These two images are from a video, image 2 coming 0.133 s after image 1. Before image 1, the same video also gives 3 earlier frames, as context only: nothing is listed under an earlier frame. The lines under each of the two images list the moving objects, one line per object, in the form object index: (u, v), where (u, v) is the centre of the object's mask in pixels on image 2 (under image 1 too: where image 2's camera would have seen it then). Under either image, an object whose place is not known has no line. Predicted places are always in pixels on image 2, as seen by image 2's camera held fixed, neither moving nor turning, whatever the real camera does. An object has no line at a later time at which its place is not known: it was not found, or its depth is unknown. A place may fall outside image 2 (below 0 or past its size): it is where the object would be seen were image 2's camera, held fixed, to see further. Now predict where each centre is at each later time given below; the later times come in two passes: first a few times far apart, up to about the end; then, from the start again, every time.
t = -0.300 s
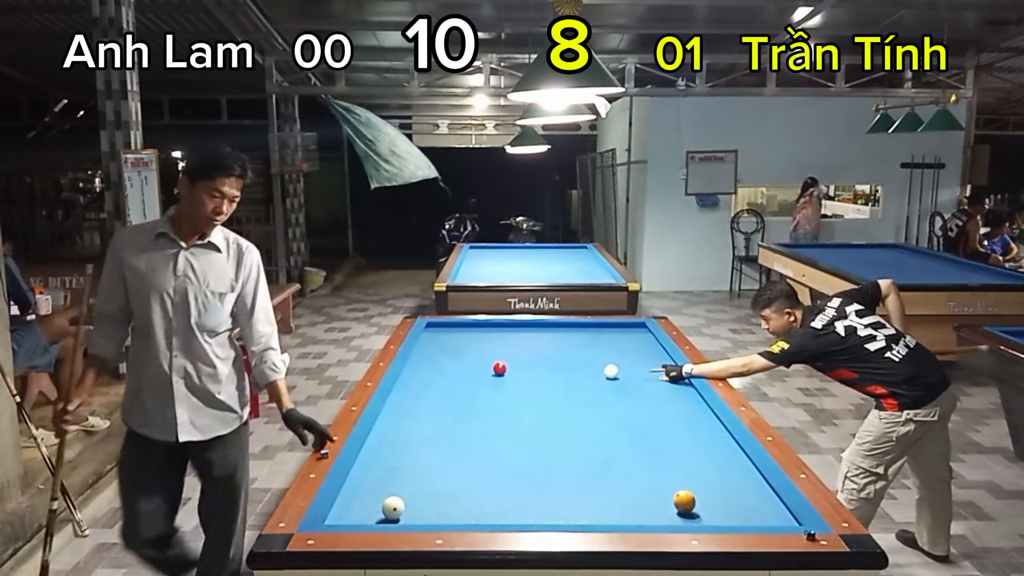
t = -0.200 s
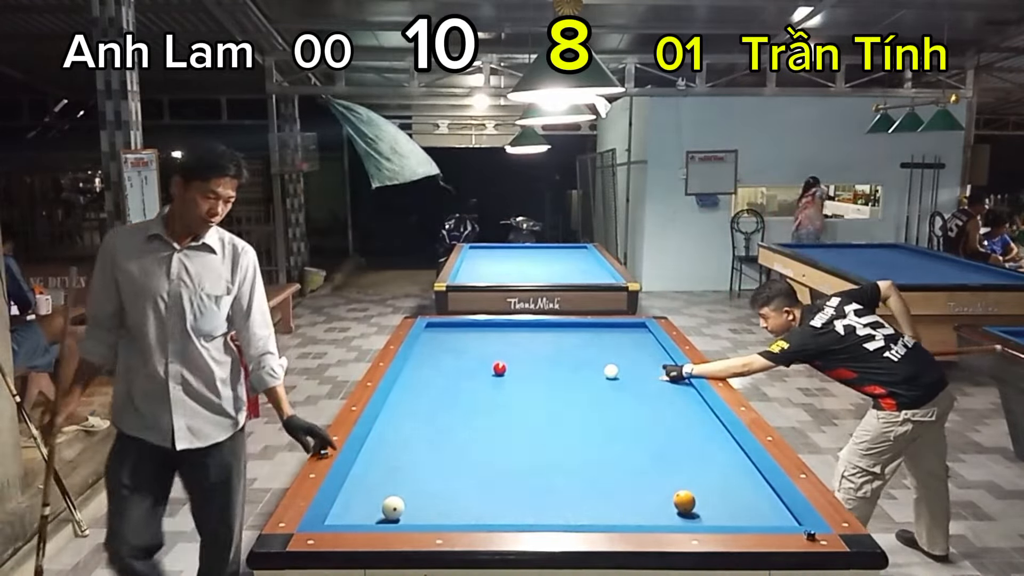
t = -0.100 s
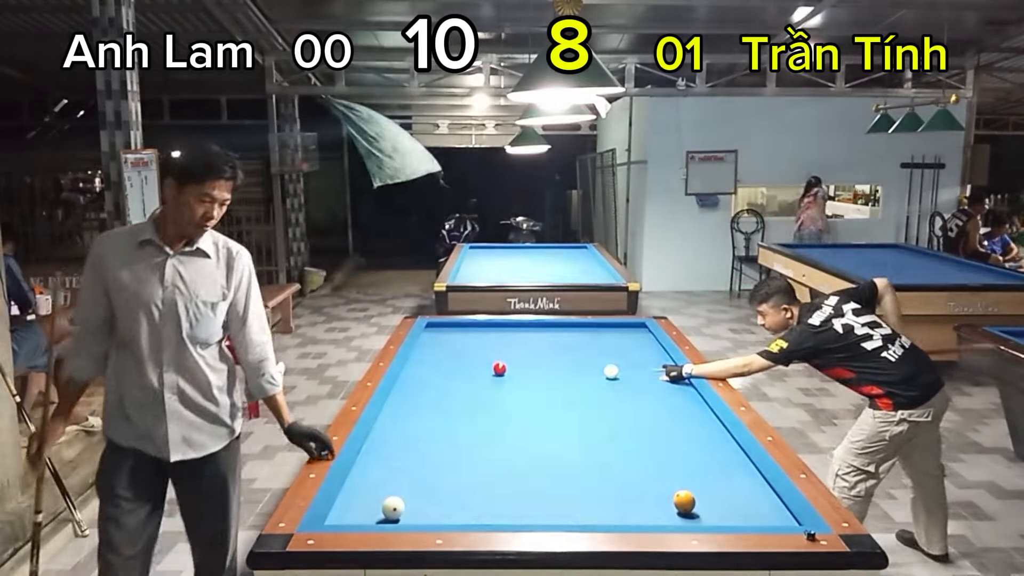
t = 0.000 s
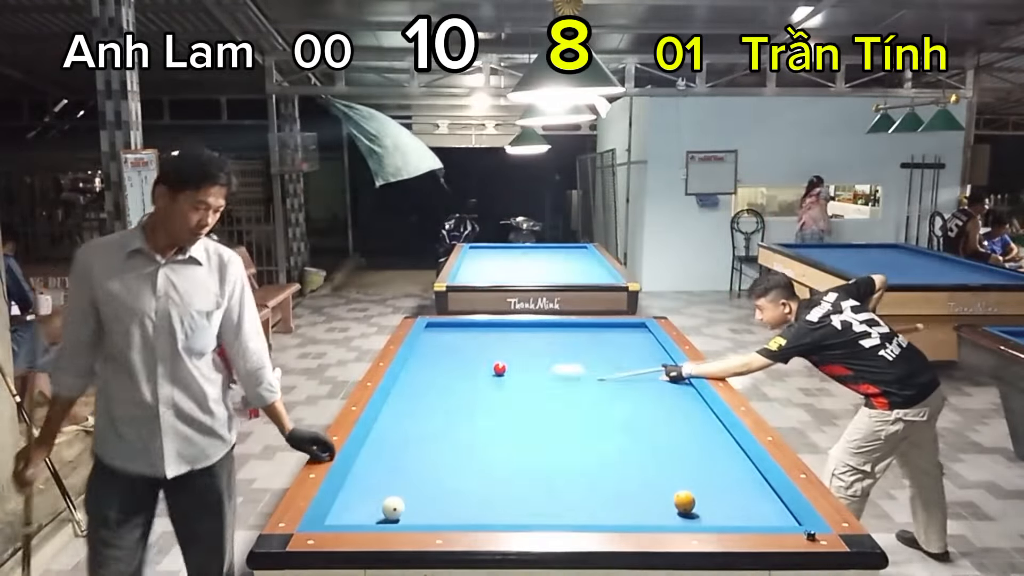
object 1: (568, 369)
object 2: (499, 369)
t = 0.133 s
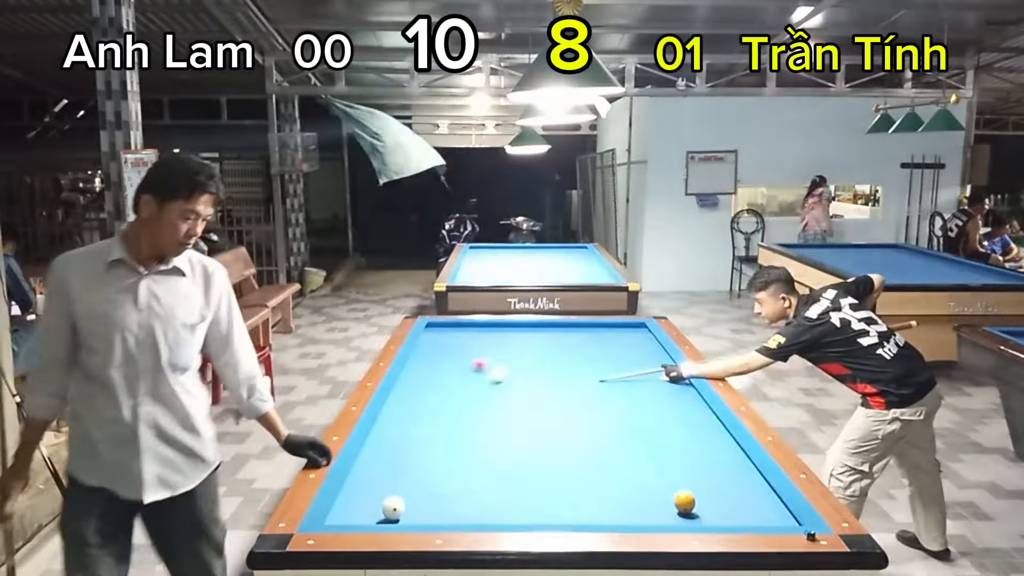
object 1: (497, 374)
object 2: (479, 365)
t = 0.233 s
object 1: (472, 385)
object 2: (444, 357)
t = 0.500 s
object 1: (423, 407)
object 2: (454, 344)
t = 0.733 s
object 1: (383, 428)
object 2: (491, 336)
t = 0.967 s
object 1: (391, 459)
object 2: (524, 329)
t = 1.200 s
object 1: (403, 492)
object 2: (555, 325)
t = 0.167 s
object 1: (487, 379)
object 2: (467, 362)
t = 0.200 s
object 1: (479, 382)
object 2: (455, 359)
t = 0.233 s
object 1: (472, 385)
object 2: (444, 357)
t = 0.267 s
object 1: (465, 387)
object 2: (434, 355)
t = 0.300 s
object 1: (459, 390)
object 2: (424, 352)
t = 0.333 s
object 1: (452, 393)
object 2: (419, 351)
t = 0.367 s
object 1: (446, 396)
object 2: (426, 349)
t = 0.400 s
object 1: (441, 398)
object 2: (434, 348)
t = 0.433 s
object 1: (435, 401)
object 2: (441, 347)
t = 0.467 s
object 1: (431, 403)
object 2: (447, 346)
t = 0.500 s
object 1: (423, 407)
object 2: (454, 344)
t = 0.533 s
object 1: (418, 410)
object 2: (459, 344)
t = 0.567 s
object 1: (411, 413)
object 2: (465, 342)
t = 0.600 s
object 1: (403, 416)
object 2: (470, 341)
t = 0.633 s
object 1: (399, 418)
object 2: (475, 340)
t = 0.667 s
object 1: (392, 421)
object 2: (480, 338)
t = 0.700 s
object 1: (384, 425)
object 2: (485, 338)
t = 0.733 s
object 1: (383, 428)
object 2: (491, 336)
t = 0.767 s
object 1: (384, 432)
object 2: (496, 335)
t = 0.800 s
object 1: (385, 436)
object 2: (500, 334)
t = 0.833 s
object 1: (387, 440)
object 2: (505, 332)
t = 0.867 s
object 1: (387, 444)
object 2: (510, 331)
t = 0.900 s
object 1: (389, 449)
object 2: (515, 330)
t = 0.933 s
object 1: (390, 454)
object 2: (520, 329)
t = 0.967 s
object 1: (391, 459)
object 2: (524, 329)
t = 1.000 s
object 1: (393, 463)
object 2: (529, 328)
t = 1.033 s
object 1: (394, 468)
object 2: (533, 327)
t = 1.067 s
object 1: (395, 474)
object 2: (538, 326)
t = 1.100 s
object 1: (397, 479)
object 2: (542, 326)
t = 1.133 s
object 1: (399, 484)
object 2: (546, 325)
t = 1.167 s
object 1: (401, 488)
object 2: (551, 325)
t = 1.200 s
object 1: (403, 492)
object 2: (555, 325)
